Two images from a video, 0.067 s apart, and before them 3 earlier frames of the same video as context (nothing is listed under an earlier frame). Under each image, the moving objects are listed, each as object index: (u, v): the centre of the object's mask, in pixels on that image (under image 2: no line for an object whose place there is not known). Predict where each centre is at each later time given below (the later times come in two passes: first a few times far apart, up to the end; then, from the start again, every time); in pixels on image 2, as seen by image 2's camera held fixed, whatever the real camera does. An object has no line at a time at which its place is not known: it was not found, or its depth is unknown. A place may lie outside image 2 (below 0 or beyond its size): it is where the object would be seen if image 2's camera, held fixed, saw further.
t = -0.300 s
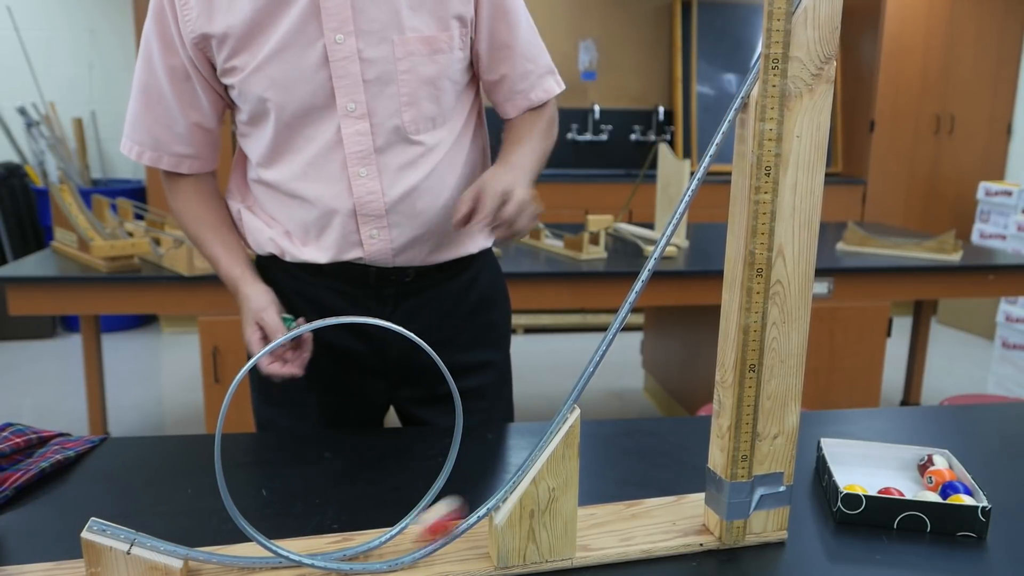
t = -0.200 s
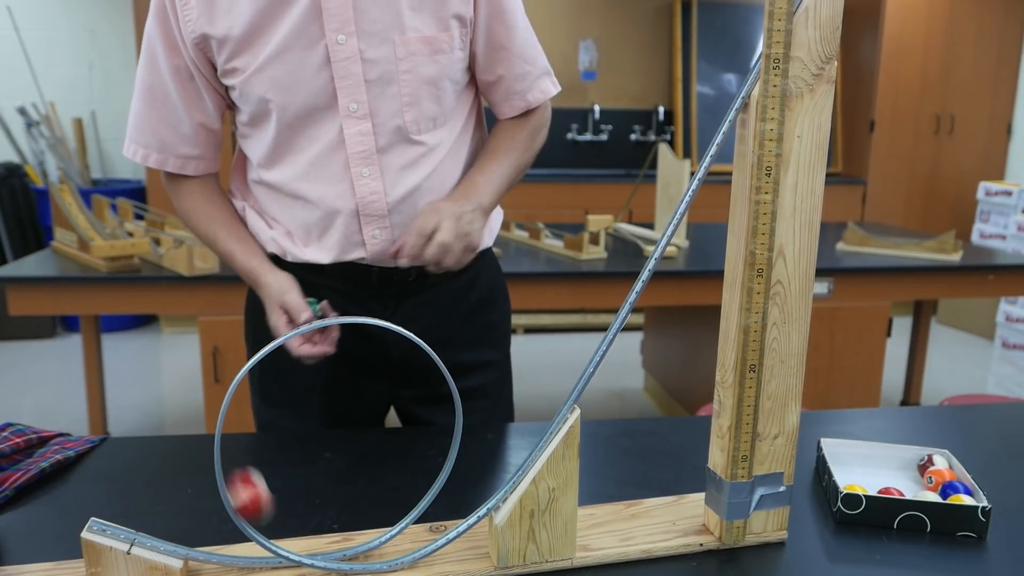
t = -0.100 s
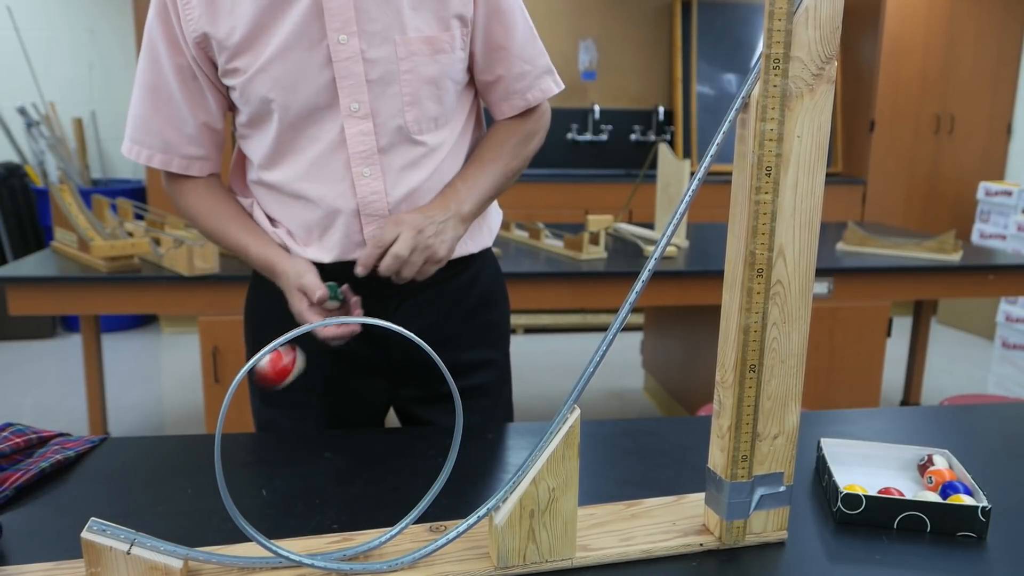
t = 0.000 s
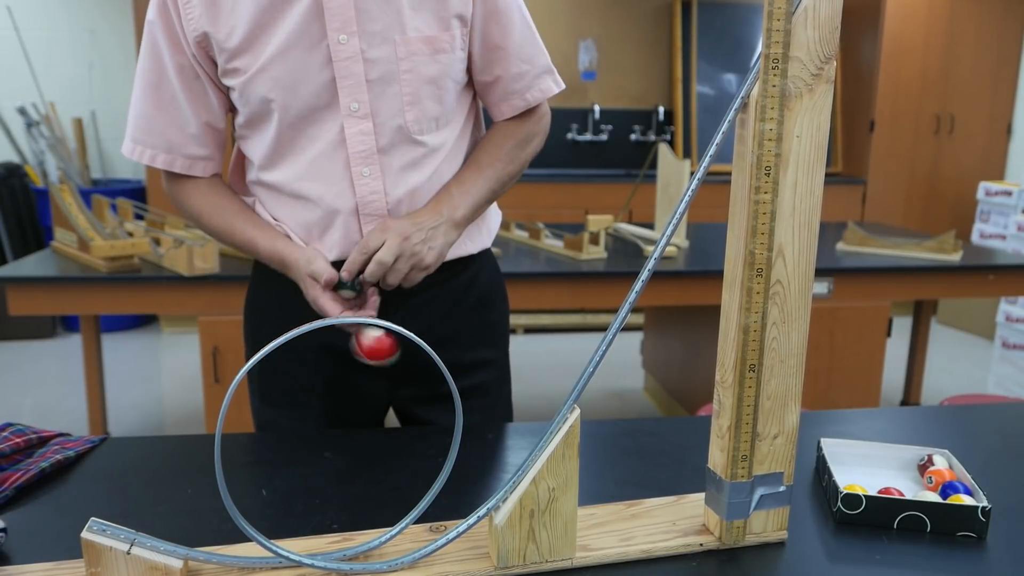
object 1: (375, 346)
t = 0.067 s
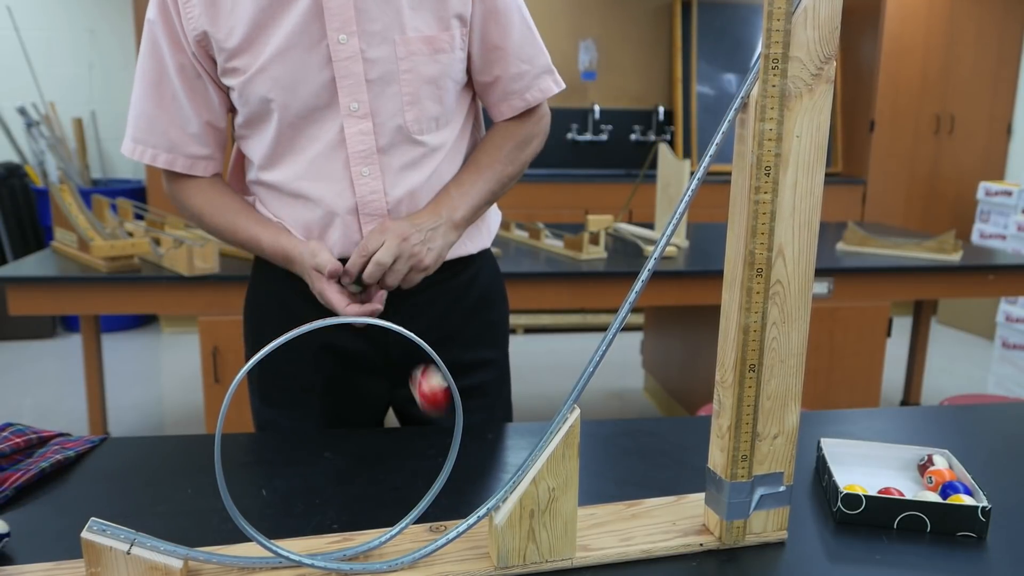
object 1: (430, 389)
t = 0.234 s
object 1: (377, 509)
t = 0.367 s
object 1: (294, 503)
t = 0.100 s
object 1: (436, 433)
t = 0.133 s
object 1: (424, 478)
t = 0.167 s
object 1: (412, 508)
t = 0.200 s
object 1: (393, 505)
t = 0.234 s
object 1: (377, 509)
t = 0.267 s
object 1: (358, 514)
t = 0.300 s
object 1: (337, 506)
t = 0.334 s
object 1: (316, 504)
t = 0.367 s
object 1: (294, 503)
